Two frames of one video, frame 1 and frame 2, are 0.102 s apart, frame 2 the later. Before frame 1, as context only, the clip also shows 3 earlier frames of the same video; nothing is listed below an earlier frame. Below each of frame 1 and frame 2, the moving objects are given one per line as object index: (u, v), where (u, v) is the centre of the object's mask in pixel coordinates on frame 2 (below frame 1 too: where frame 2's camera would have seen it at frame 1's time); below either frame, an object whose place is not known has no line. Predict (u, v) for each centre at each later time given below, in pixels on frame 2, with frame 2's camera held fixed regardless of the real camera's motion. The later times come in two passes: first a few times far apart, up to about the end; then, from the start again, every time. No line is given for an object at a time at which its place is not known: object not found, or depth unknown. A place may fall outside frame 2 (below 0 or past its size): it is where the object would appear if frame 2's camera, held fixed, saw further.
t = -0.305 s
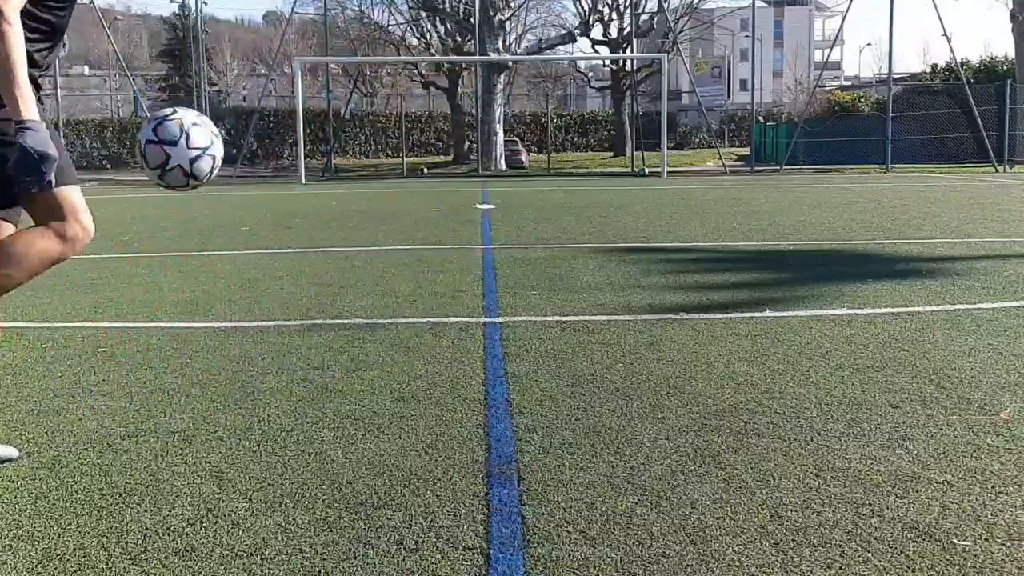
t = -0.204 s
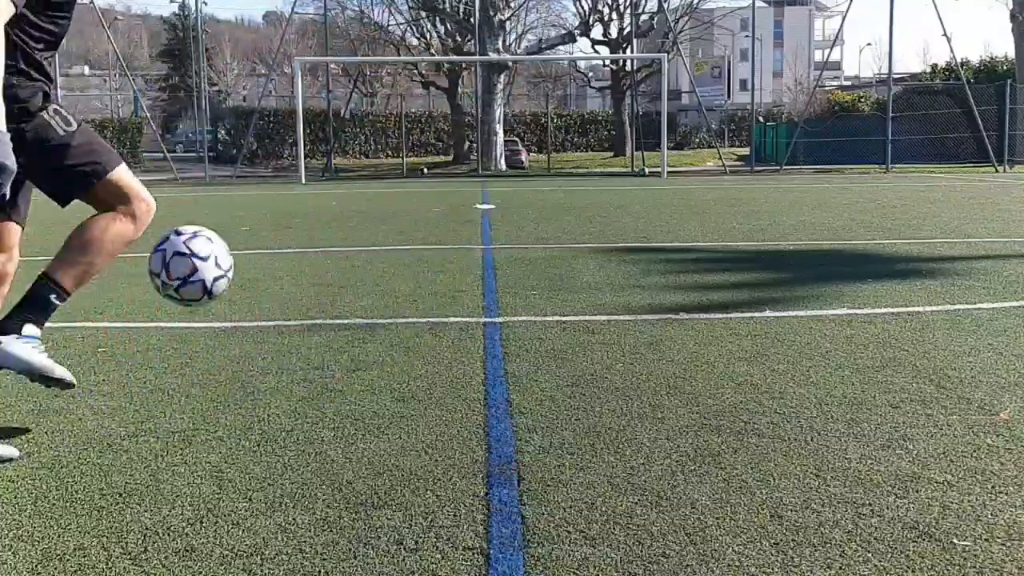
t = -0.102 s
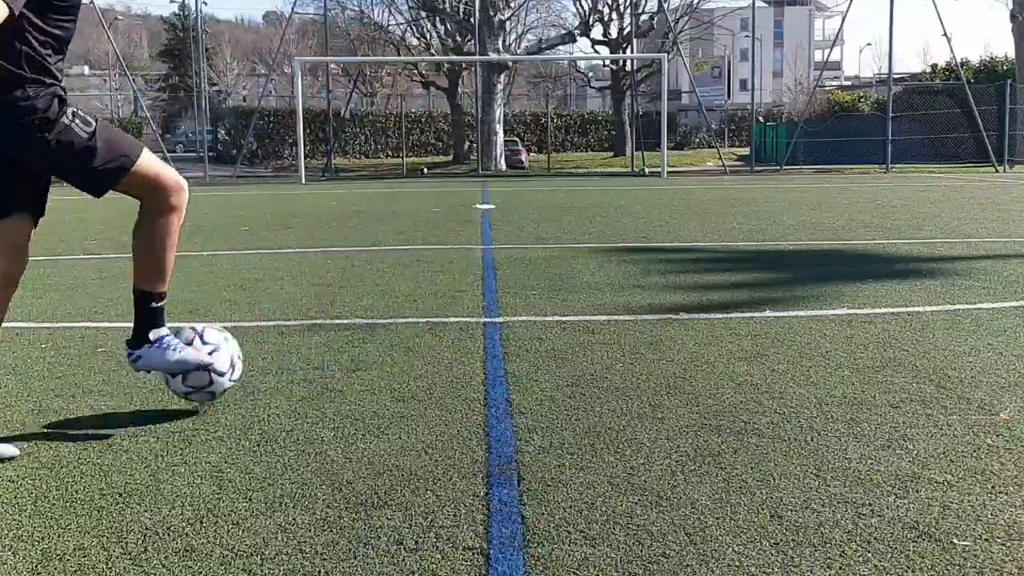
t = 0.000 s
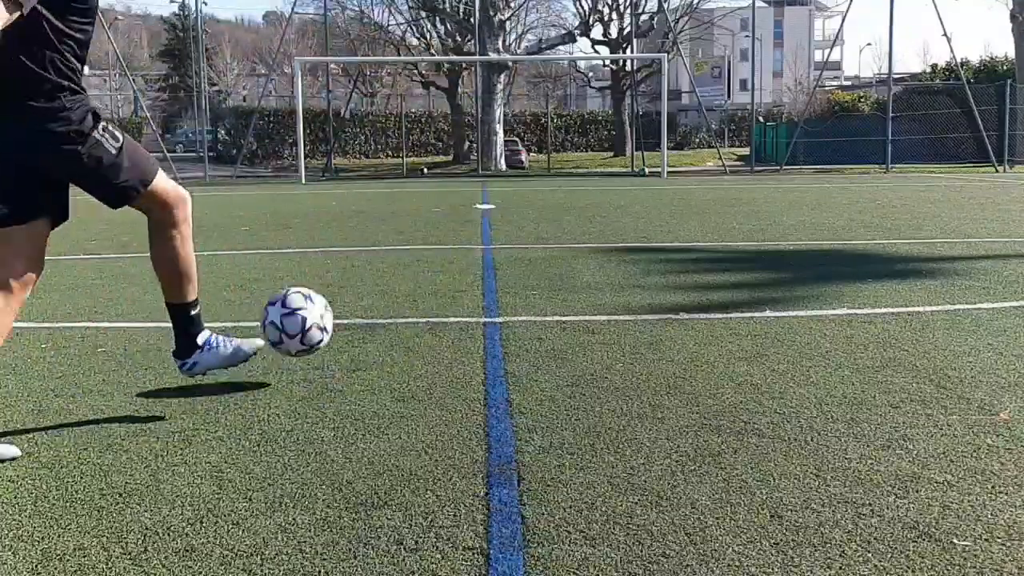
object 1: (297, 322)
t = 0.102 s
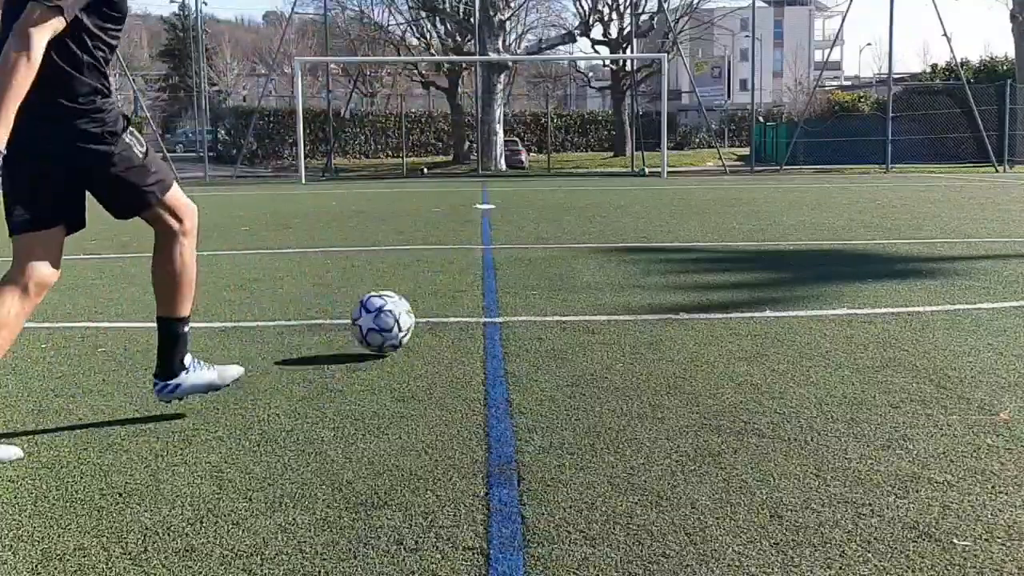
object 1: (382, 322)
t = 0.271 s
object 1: (472, 294)
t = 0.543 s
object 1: (549, 277)
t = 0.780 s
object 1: (589, 269)
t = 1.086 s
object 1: (629, 258)
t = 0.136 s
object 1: (404, 318)
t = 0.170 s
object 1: (421, 308)
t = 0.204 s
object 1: (438, 300)
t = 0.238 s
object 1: (456, 295)
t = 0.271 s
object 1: (472, 294)
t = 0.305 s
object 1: (486, 295)
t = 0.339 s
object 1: (498, 292)
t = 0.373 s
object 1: (505, 287)
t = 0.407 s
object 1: (518, 280)
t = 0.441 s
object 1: (526, 279)
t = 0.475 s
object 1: (536, 282)
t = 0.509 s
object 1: (543, 280)
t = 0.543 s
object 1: (549, 277)
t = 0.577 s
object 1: (556, 277)
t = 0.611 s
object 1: (561, 276)
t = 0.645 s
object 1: (567, 274)
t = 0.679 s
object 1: (572, 274)
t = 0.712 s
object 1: (580, 271)
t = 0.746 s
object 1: (585, 270)
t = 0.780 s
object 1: (589, 269)
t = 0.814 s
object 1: (594, 267)
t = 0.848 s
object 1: (599, 267)
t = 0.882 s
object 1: (604, 265)
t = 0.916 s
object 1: (608, 264)
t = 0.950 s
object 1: (612, 263)
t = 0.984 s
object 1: (616, 262)
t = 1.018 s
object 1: (620, 261)
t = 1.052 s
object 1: (624, 260)
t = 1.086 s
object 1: (629, 258)
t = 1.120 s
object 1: (632, 257)
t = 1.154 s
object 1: (636, 256)
